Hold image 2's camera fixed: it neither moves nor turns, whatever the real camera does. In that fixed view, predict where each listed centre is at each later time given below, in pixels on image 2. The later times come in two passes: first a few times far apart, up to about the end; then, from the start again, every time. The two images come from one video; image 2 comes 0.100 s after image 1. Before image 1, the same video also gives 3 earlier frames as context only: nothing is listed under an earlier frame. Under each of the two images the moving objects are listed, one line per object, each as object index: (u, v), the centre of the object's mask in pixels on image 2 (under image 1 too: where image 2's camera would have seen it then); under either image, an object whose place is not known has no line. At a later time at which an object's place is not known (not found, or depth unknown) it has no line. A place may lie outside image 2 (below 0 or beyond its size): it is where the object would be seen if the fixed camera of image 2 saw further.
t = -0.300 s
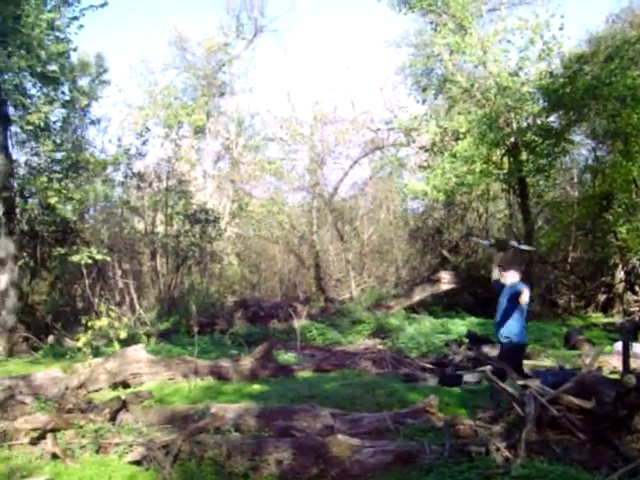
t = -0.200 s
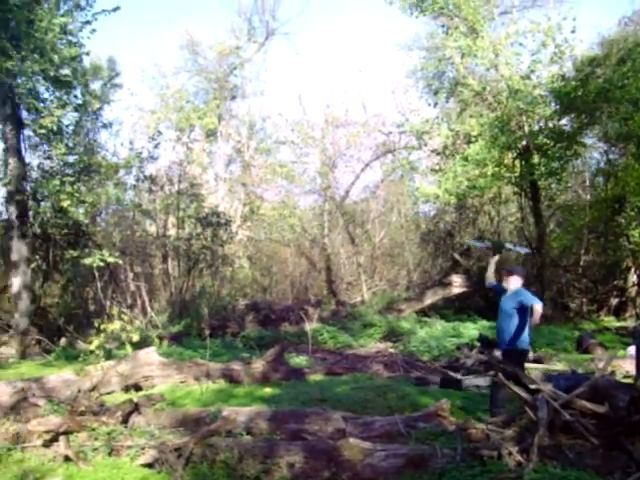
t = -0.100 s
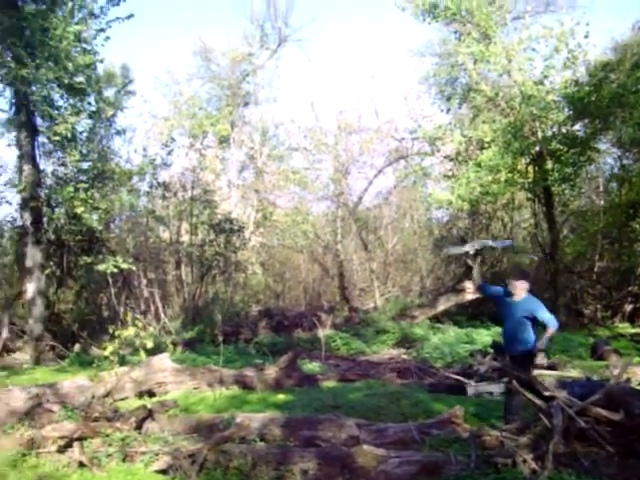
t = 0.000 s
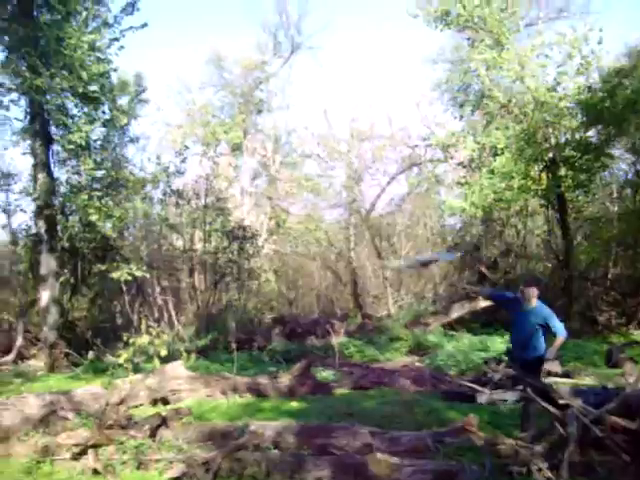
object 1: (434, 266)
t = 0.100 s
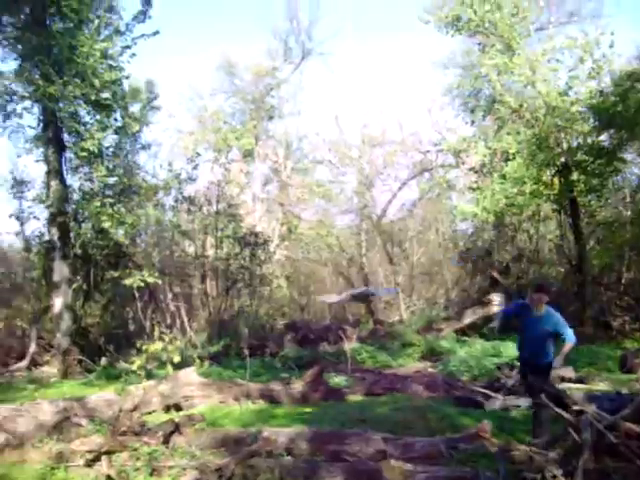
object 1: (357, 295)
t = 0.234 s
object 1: (234, 349)
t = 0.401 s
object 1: (39, 417)
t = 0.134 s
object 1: (331, 306)
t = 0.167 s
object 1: (297, 321)
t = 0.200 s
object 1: (265, 334)
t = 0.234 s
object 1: (234, 349)
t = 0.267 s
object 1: (197, 363)
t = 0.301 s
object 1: (160, 377)
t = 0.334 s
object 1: (125, 392)
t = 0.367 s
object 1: (83, 404)
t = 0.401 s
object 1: (39, 417)
